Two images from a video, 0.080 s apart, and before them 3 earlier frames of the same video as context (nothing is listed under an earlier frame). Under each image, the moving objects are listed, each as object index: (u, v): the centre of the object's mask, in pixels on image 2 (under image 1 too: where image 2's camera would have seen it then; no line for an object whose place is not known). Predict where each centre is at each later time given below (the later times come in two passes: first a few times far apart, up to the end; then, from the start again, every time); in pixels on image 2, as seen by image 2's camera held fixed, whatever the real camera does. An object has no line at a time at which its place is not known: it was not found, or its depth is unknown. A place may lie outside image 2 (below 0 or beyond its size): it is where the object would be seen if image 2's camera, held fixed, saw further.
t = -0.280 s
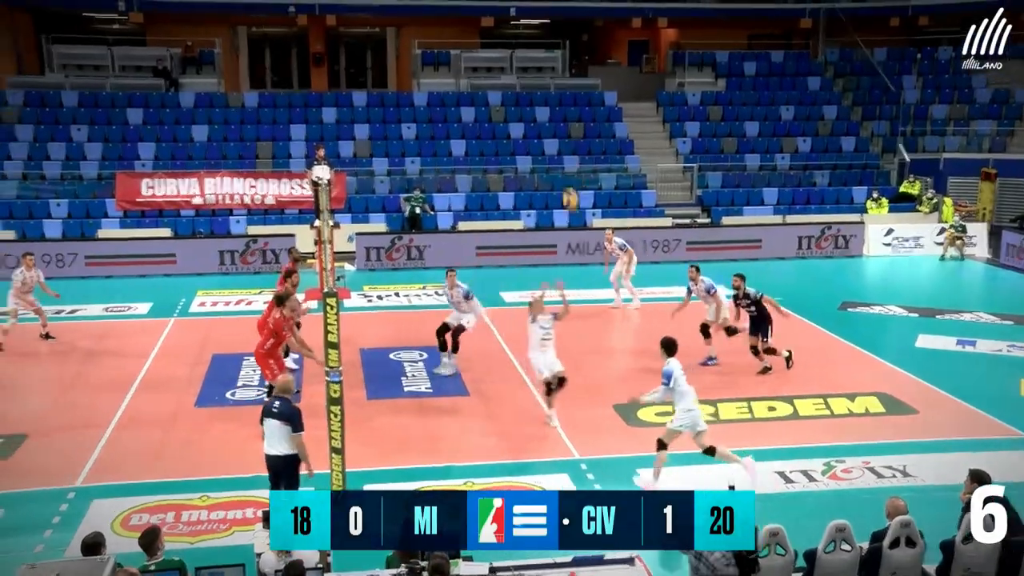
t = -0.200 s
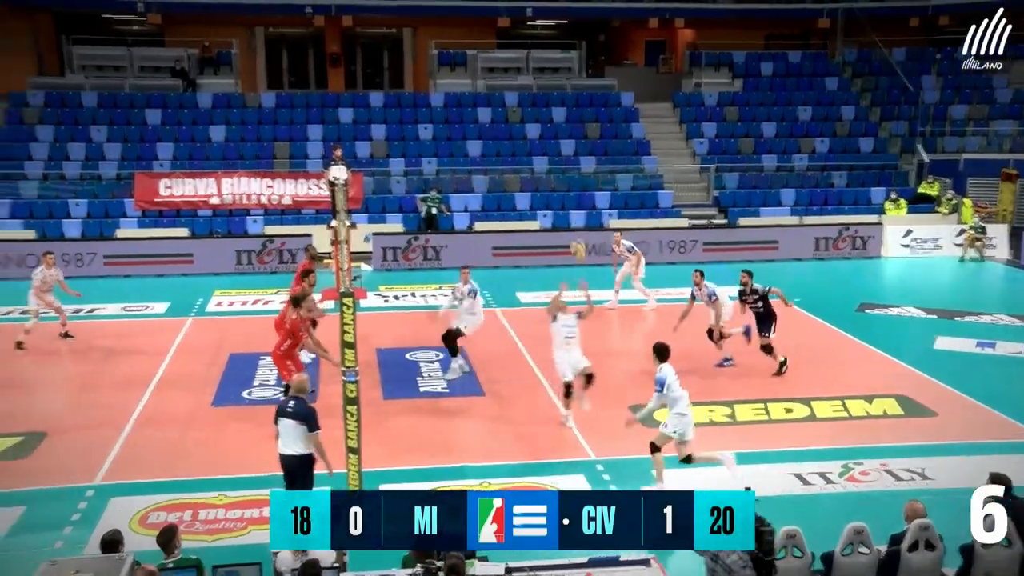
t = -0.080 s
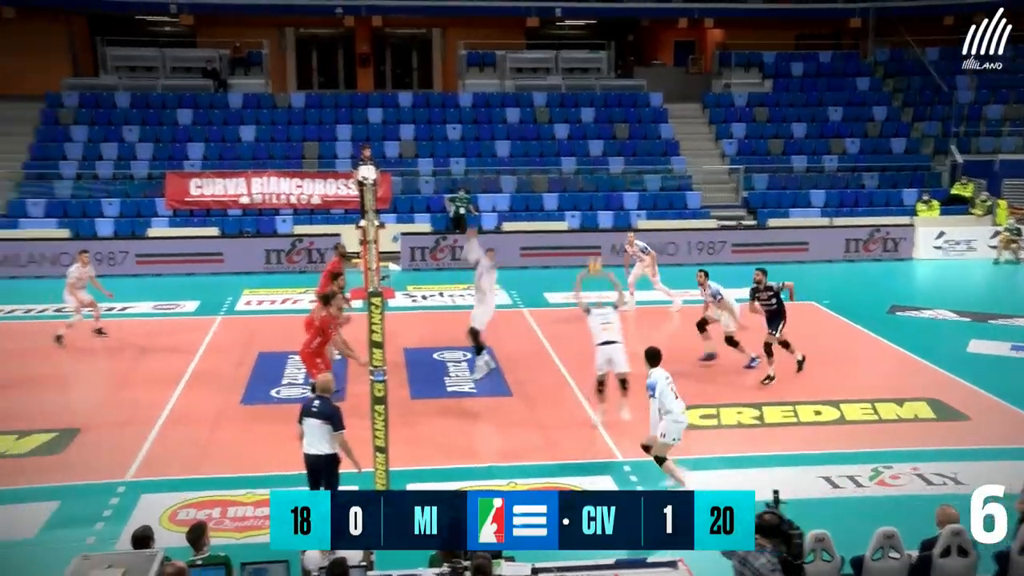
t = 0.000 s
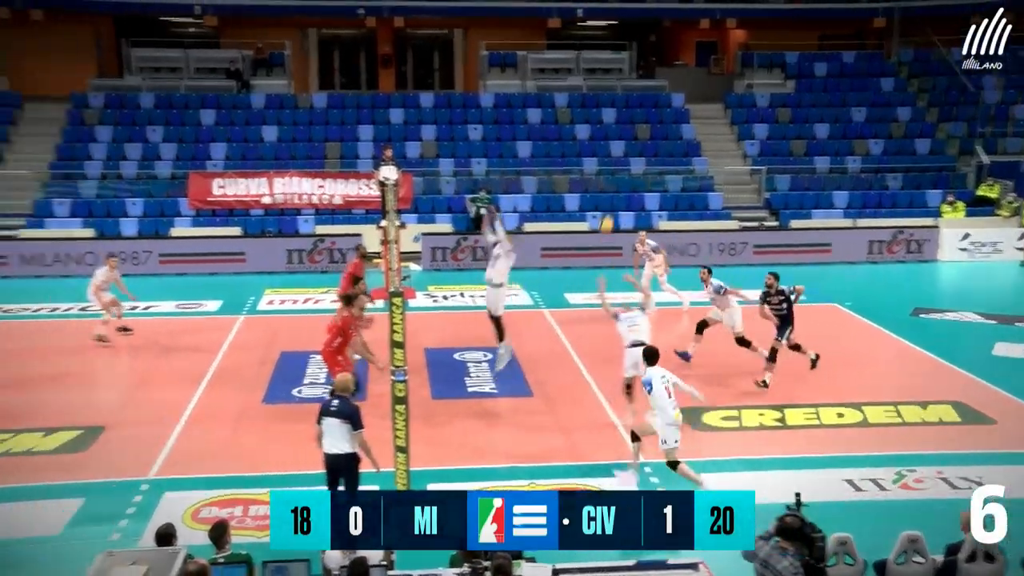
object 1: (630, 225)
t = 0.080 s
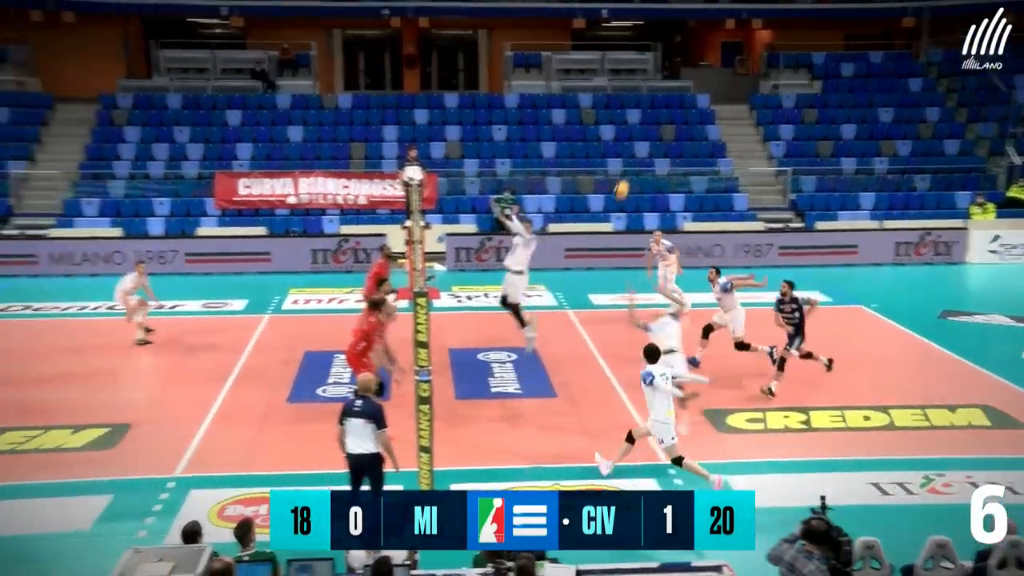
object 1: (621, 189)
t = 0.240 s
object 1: (609, 136)
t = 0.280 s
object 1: (606, 127)
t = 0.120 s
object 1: (618, 174)
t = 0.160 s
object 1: (614, 160)
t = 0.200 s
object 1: (611, 147)
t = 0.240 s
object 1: (609, 136)
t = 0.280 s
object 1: (606, 127)
